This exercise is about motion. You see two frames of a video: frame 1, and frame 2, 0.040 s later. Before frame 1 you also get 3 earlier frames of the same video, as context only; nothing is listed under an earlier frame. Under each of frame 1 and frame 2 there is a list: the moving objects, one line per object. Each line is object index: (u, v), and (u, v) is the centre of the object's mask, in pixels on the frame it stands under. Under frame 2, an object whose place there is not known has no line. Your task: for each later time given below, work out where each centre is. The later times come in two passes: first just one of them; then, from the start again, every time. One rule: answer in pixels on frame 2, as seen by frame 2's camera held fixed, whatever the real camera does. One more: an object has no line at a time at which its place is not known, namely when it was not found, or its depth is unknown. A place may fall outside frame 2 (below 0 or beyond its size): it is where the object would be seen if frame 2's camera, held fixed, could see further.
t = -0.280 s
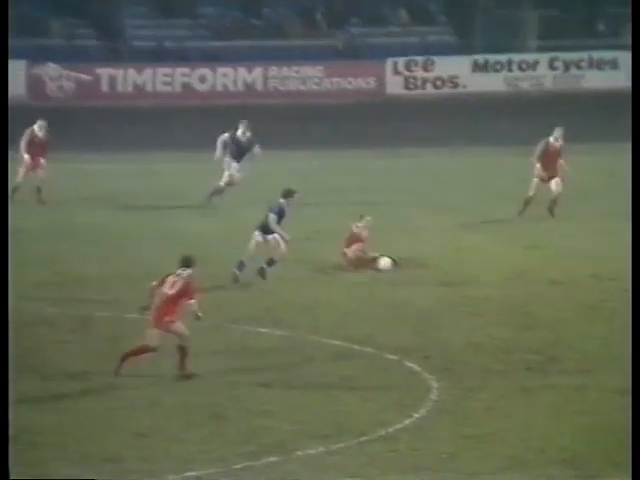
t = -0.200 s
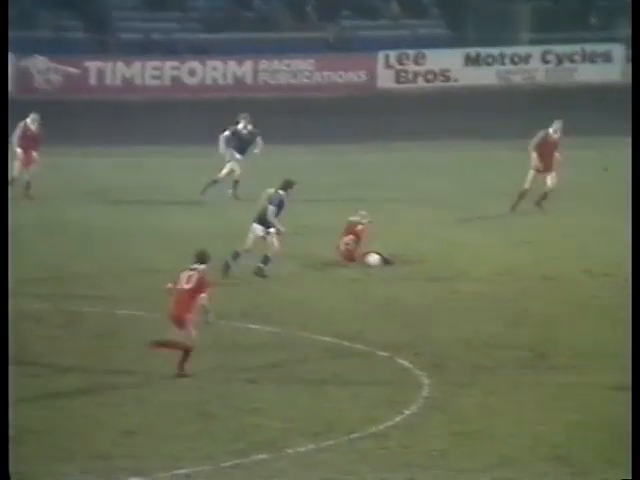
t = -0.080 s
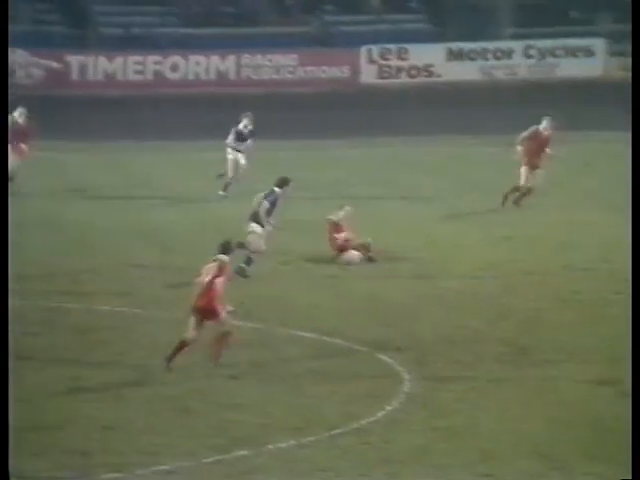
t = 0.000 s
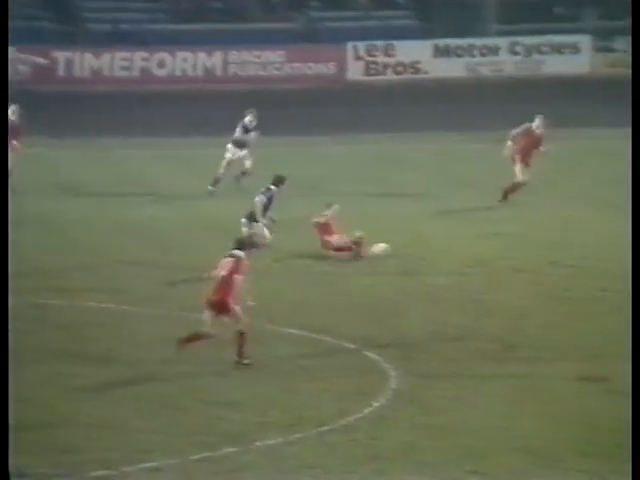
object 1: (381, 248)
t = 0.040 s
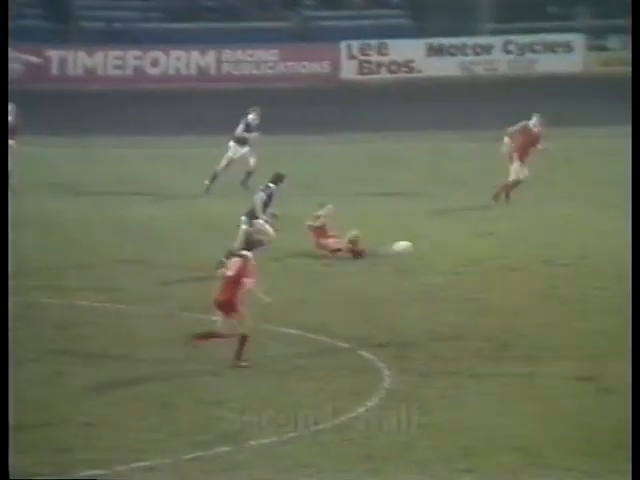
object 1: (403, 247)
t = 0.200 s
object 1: (517, 249)
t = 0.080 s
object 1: (430, 246)
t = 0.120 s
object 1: (460, 246)
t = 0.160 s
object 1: (489, 247)
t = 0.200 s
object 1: (517, 249)
